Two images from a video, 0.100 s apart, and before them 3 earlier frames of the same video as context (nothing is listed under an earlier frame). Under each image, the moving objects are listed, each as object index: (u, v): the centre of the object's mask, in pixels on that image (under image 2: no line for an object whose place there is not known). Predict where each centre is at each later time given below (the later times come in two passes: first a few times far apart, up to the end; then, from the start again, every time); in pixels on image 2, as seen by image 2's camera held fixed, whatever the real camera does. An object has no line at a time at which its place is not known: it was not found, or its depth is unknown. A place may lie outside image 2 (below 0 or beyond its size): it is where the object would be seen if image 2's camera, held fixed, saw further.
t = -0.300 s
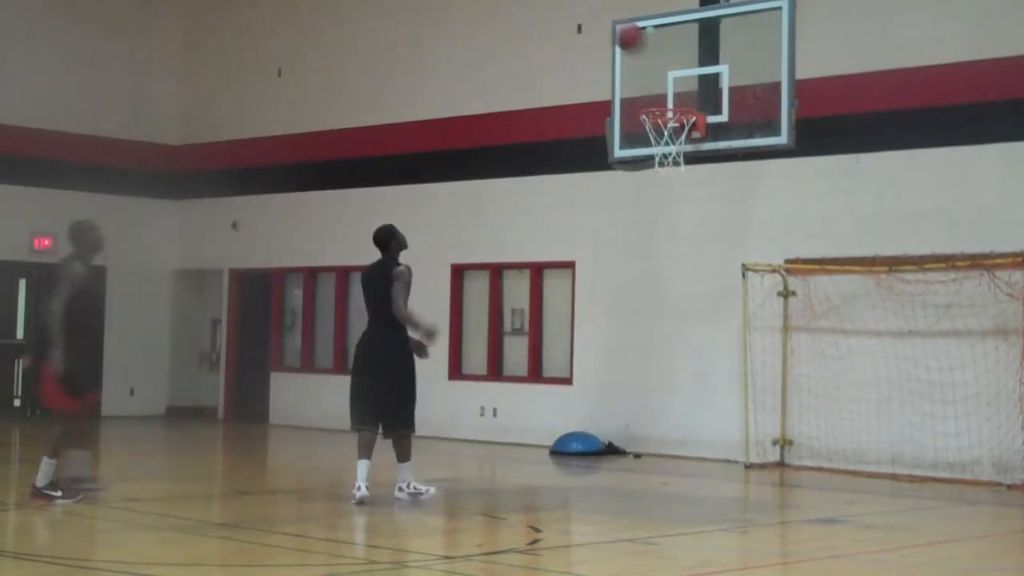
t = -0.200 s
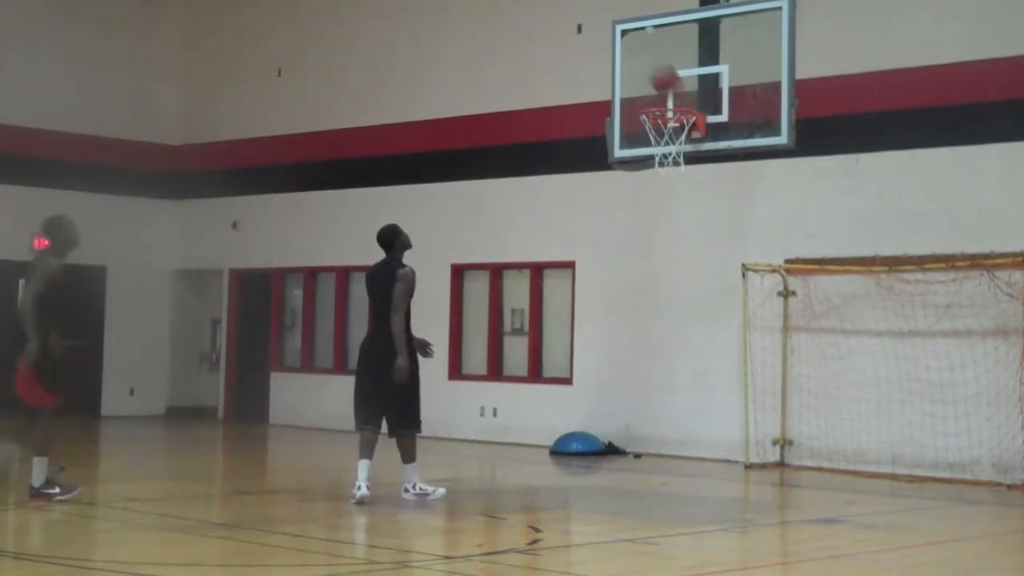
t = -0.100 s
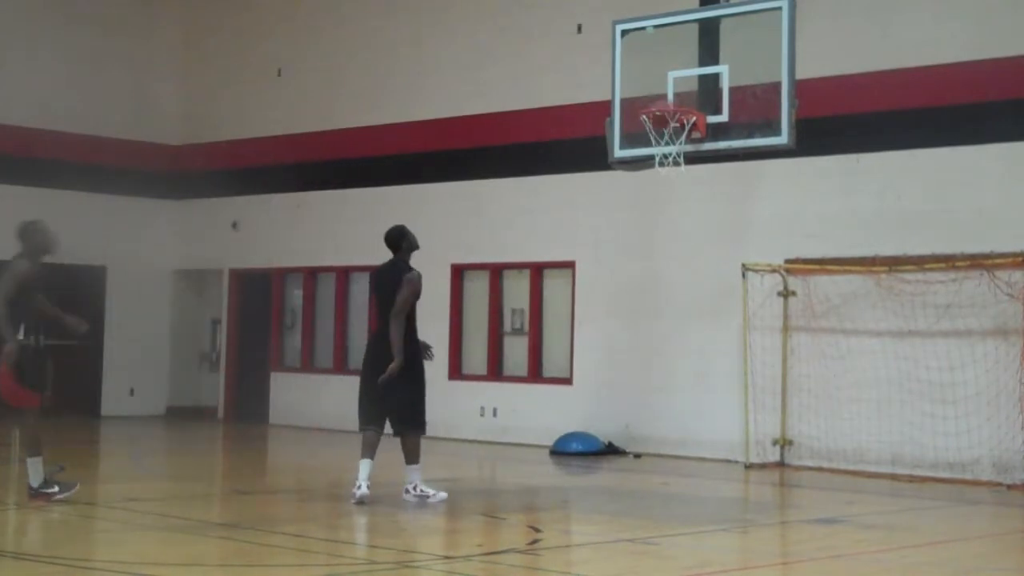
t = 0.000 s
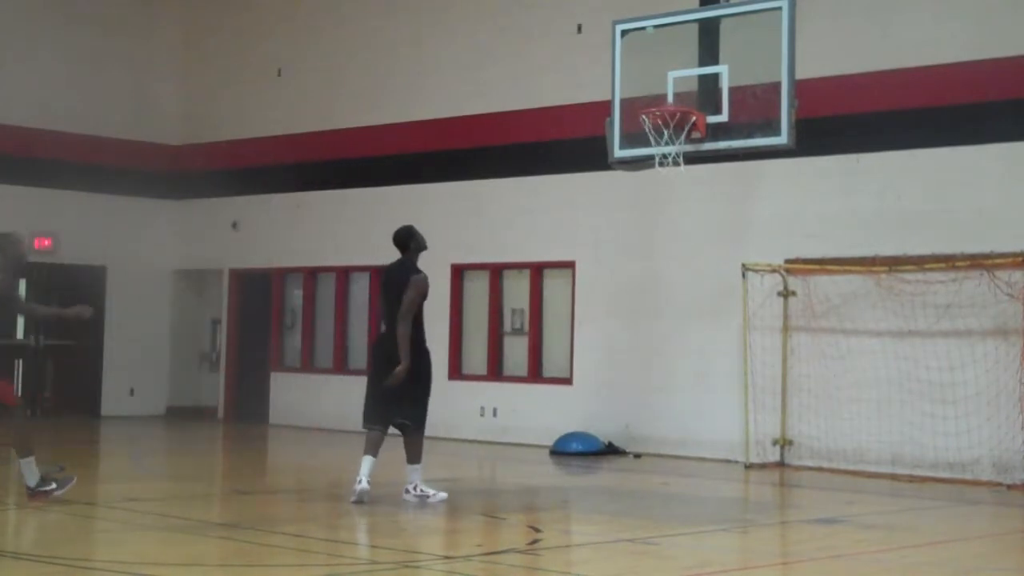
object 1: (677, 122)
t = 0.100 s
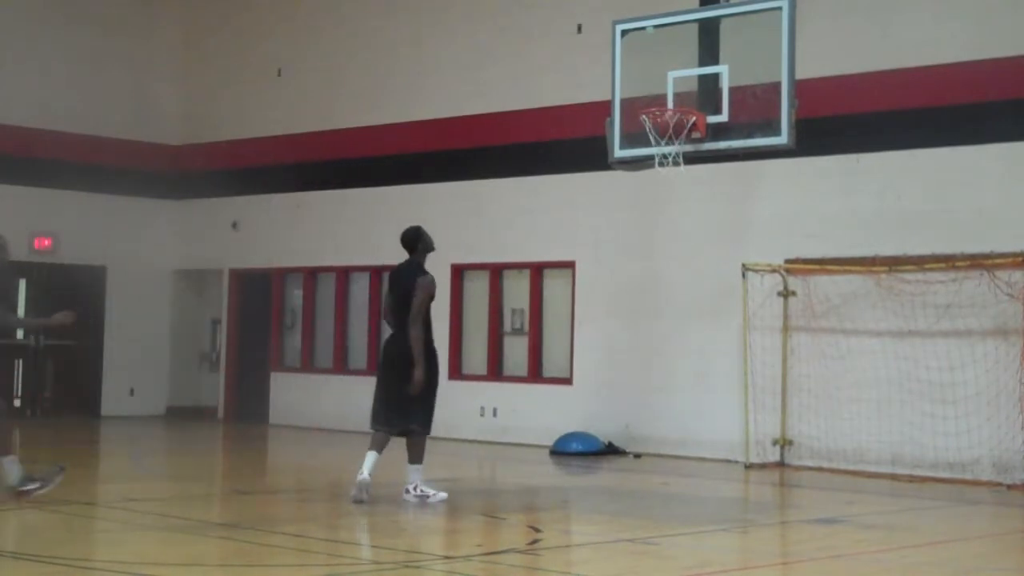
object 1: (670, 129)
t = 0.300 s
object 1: (662, 150)
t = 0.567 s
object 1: (668, 177)
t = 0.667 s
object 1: (667, 191)
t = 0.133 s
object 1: (669, 130)
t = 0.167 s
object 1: (664, 139)
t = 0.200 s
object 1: (664, 145)
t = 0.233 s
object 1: (663, 147)
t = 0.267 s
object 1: (662, 149)
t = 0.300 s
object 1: (662, 150)
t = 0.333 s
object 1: (663, 151)
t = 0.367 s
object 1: (668, 154)
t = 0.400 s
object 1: (670, 155)
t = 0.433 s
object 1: (671, 157)
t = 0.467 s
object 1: (671, 158)
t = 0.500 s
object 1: (670, 163)
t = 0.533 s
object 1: (669, 167)
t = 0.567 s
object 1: (668, 177)
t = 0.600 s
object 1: (668, 180)
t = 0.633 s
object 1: (667, 184)
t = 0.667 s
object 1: (667, 191)
